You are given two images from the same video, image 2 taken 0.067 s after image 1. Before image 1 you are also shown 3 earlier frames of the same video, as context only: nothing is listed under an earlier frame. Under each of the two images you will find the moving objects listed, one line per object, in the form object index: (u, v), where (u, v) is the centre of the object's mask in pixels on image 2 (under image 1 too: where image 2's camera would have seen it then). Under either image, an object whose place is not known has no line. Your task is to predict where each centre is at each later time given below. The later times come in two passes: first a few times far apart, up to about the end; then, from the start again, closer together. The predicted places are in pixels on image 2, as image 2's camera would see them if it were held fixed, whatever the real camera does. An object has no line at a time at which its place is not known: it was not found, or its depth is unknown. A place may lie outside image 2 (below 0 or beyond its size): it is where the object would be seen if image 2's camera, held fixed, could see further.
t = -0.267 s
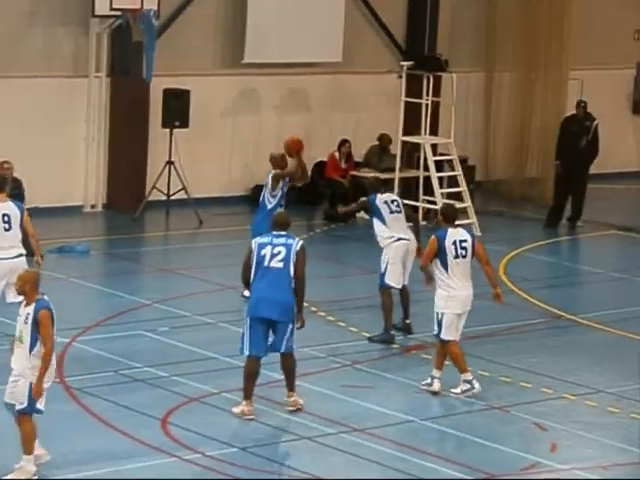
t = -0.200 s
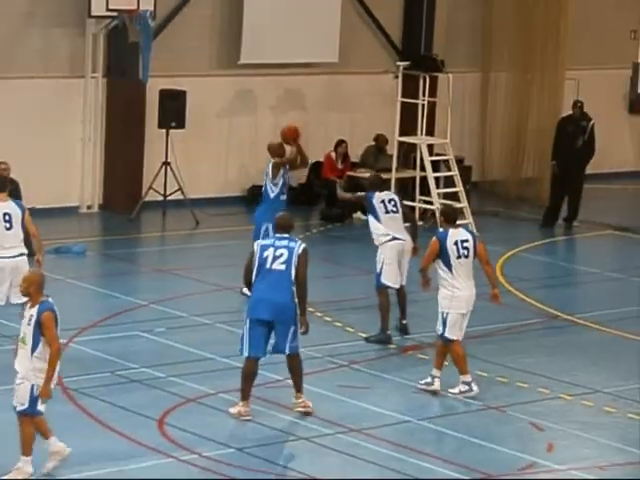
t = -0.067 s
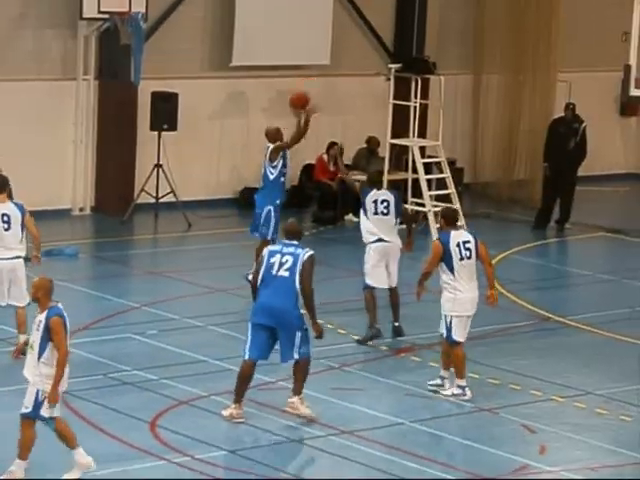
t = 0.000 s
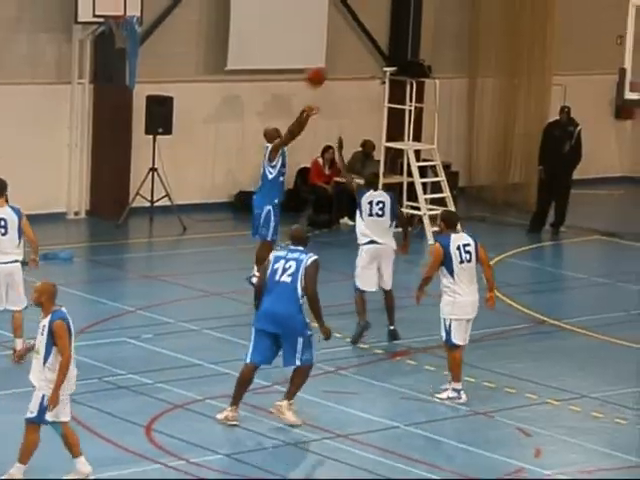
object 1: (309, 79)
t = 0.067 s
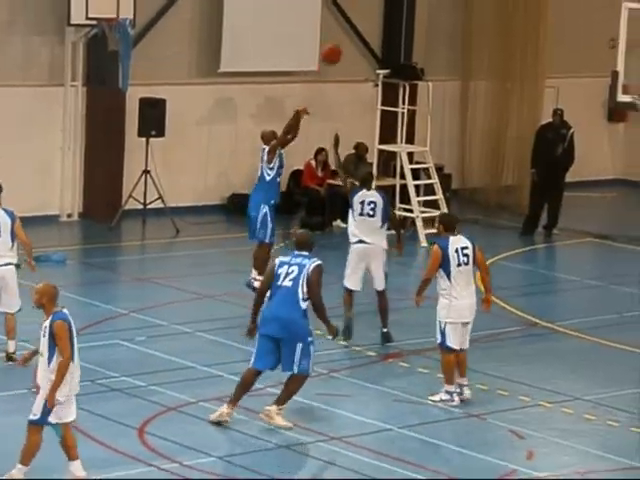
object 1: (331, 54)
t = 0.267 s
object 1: (398, 1)
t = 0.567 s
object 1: (503, -17)
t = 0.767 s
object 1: (572, 17)
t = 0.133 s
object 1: (354, 33)
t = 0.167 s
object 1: (365, 23)
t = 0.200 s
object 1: (376, 15)
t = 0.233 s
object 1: (388, 8)
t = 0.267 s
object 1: (398, 1)
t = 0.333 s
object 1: (422, -7)
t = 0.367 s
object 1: (434, -9)
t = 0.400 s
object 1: (445, -12)
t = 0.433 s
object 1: (457, -14)
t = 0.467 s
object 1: (468, -16)
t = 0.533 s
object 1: (492, -18)
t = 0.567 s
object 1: (503, -17)
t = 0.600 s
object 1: (514, -14)
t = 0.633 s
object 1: (525, -10)
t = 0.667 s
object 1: (537, -5)
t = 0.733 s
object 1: (561, 8)
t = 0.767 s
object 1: (572, 17)
